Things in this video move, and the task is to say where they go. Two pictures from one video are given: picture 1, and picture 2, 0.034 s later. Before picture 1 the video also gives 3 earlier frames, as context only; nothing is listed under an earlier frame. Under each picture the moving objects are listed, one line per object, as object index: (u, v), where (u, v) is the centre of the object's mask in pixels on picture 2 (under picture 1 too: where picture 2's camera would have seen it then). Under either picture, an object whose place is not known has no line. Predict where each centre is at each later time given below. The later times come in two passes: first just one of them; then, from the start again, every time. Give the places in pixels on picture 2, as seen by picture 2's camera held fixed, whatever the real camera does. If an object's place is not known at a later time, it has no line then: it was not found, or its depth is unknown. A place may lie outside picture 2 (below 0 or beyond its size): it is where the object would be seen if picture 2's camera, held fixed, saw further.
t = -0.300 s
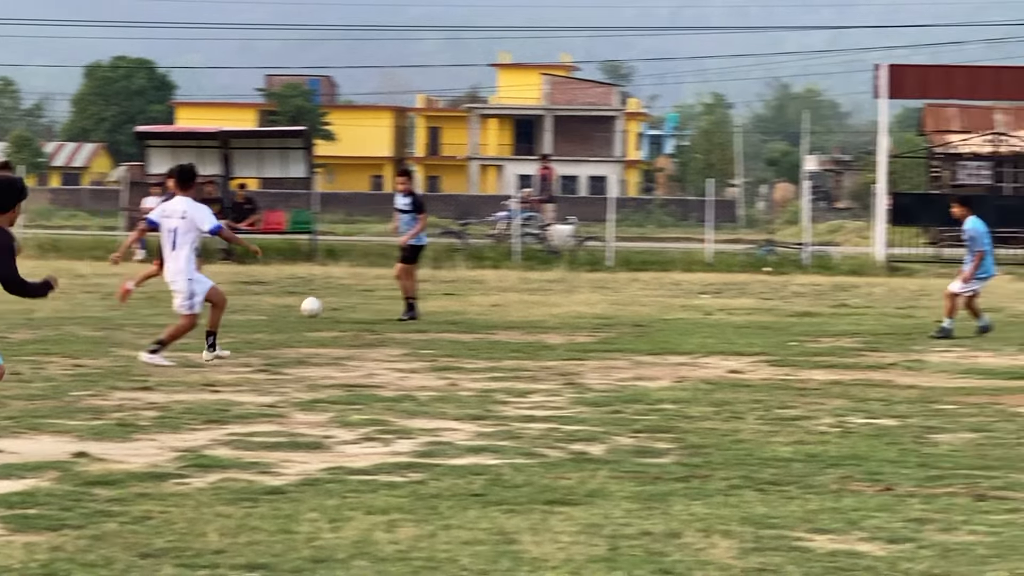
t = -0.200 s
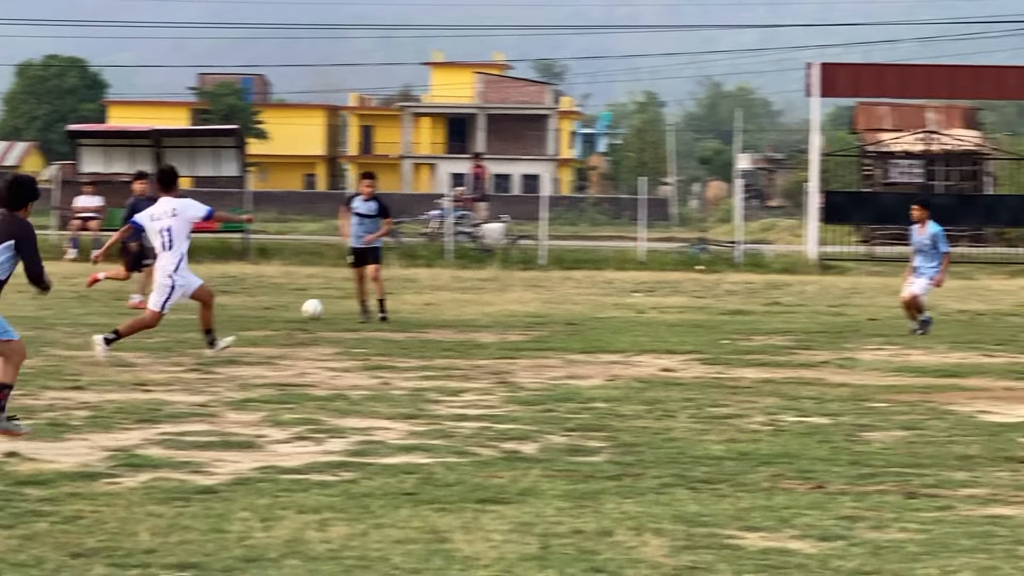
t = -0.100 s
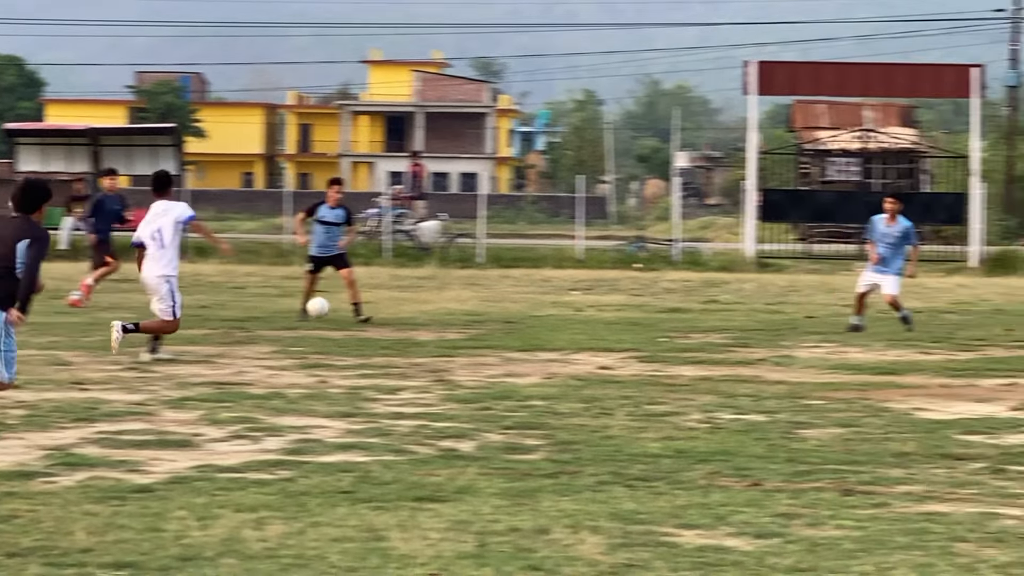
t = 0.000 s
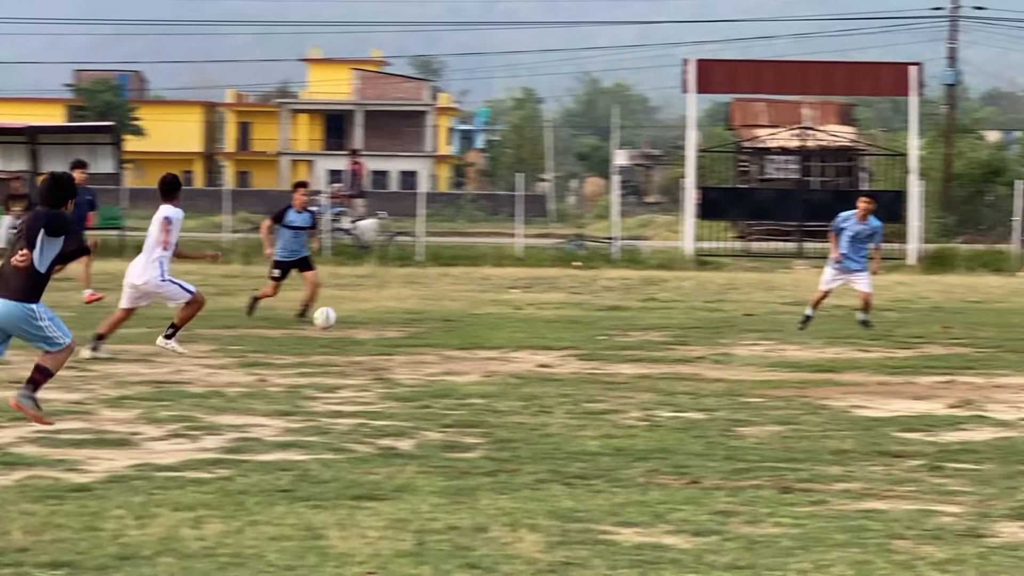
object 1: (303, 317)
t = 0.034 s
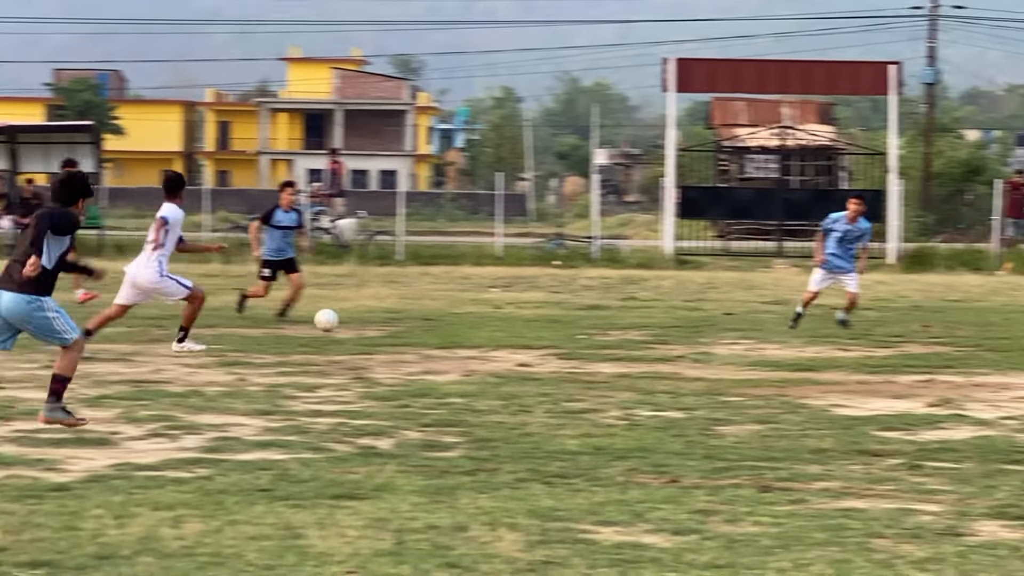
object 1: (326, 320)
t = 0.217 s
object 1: (444, 324)
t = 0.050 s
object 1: (337, 319)
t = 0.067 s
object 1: (348, 319)
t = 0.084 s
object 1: (358, 320)
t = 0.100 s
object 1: (369, 320)
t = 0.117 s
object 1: (380, 321)
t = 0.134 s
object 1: (391, 323)
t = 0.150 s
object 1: (401, 324)
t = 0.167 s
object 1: (412, 324)
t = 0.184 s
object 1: (423, 324)
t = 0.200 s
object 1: (434, 324)
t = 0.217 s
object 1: (444, 324)
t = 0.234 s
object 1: (455, 324)
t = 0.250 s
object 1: (465, 325)
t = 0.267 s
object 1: (476, 326)
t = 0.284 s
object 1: (486, 327)
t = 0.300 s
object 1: (496, 328)
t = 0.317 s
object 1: (505, 330)
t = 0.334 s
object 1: (514, 330)
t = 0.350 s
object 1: (523, 329)
